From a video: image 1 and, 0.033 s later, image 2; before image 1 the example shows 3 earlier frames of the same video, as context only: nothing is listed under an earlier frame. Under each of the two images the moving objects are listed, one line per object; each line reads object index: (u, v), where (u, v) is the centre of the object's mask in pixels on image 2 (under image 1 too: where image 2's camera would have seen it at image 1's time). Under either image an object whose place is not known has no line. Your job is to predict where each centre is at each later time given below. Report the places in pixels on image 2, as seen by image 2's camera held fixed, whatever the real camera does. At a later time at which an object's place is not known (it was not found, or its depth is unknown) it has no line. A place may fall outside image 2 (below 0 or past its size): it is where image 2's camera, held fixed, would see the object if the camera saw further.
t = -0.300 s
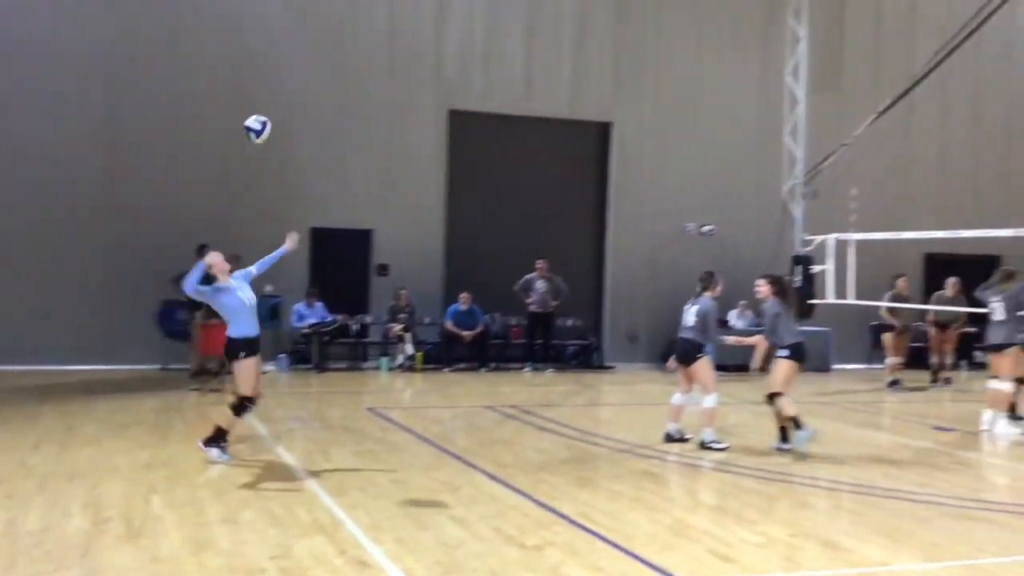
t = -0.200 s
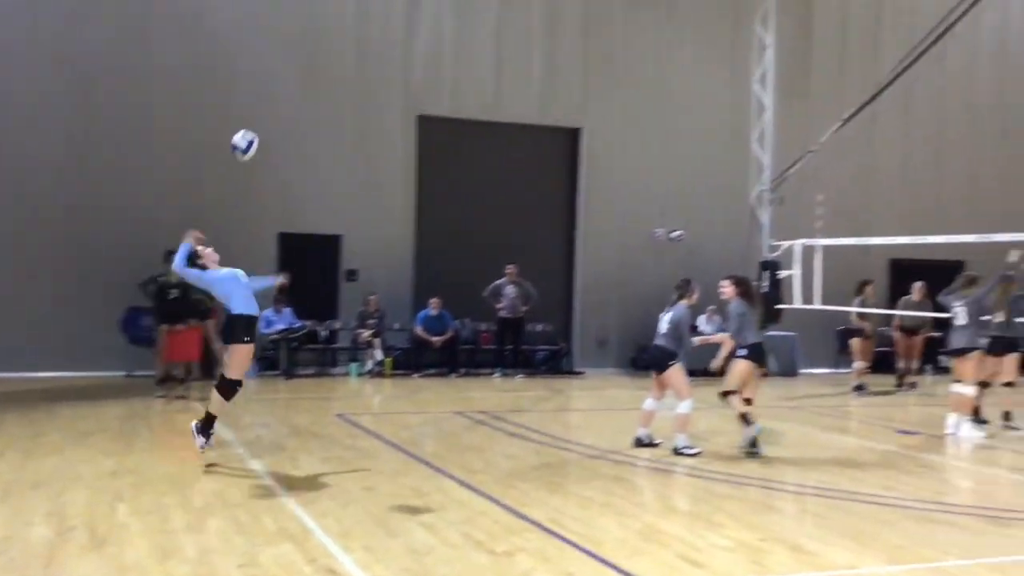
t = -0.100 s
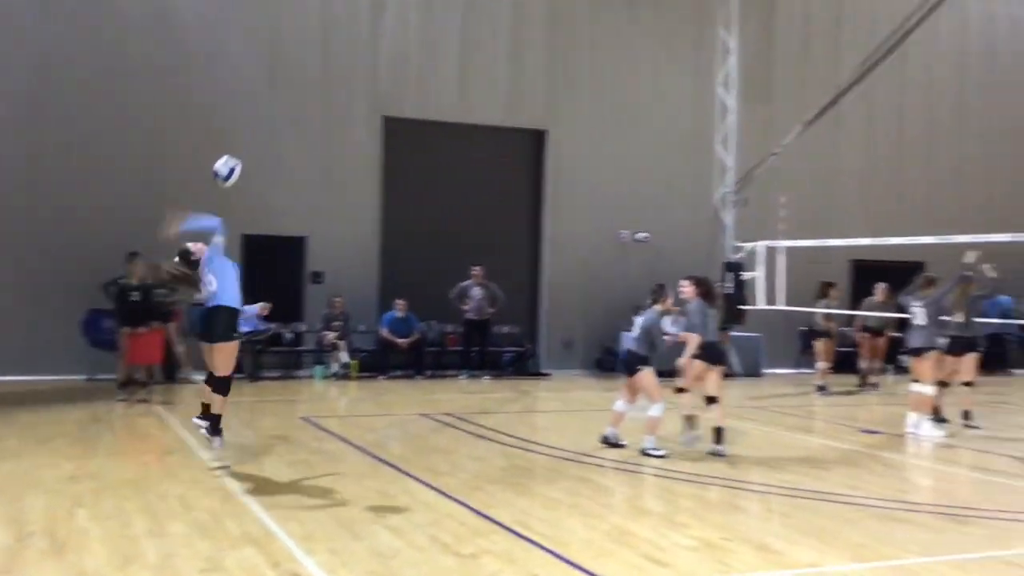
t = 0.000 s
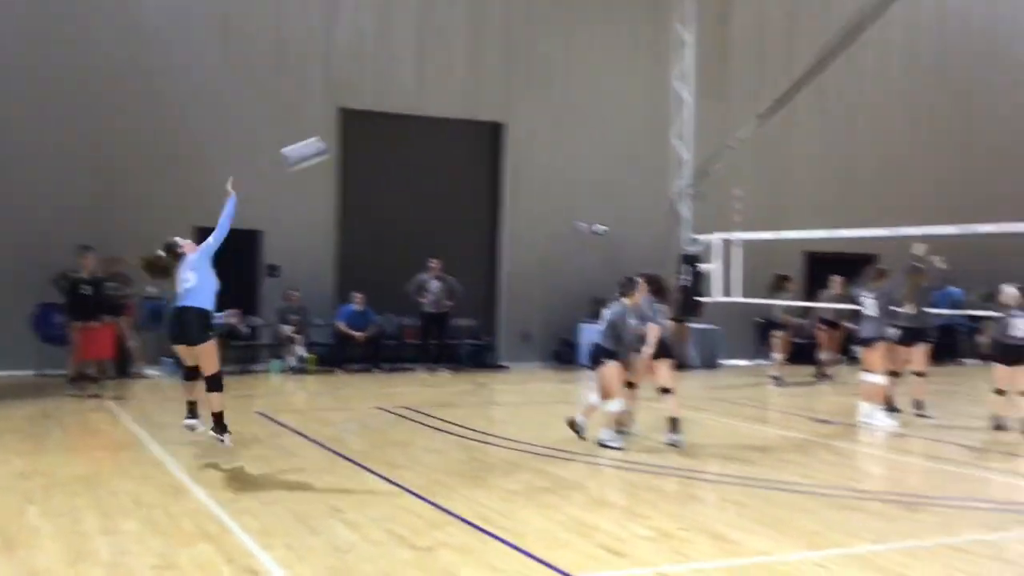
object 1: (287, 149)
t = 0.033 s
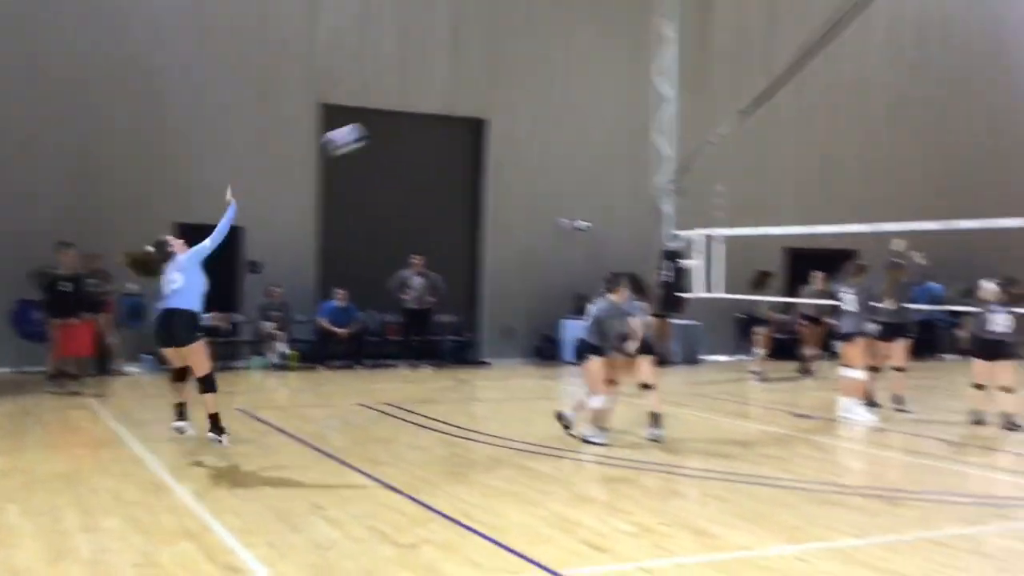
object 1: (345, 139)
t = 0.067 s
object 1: (397, 130)
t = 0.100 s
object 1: (444, 123)
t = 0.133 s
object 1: (488, 117)
